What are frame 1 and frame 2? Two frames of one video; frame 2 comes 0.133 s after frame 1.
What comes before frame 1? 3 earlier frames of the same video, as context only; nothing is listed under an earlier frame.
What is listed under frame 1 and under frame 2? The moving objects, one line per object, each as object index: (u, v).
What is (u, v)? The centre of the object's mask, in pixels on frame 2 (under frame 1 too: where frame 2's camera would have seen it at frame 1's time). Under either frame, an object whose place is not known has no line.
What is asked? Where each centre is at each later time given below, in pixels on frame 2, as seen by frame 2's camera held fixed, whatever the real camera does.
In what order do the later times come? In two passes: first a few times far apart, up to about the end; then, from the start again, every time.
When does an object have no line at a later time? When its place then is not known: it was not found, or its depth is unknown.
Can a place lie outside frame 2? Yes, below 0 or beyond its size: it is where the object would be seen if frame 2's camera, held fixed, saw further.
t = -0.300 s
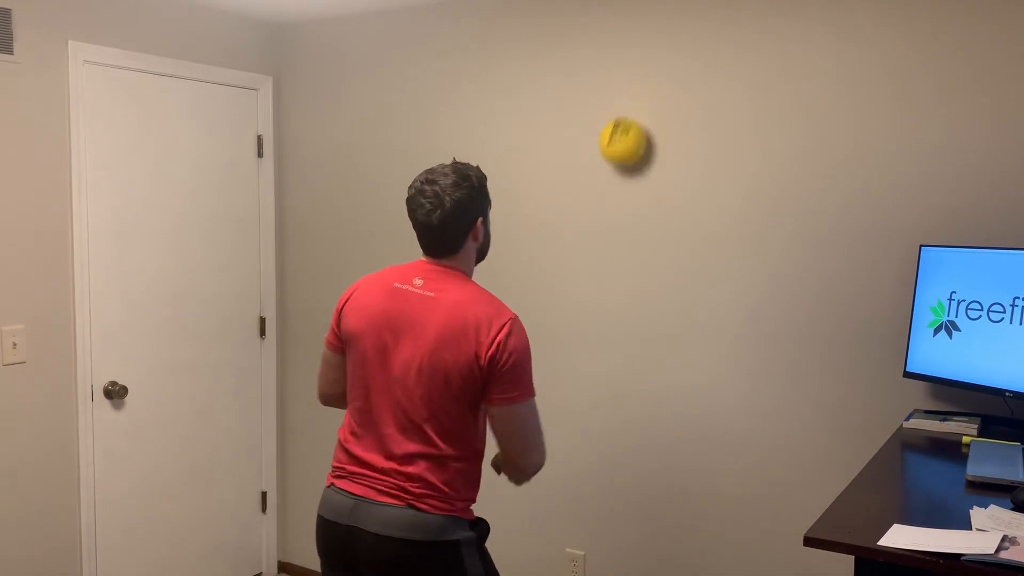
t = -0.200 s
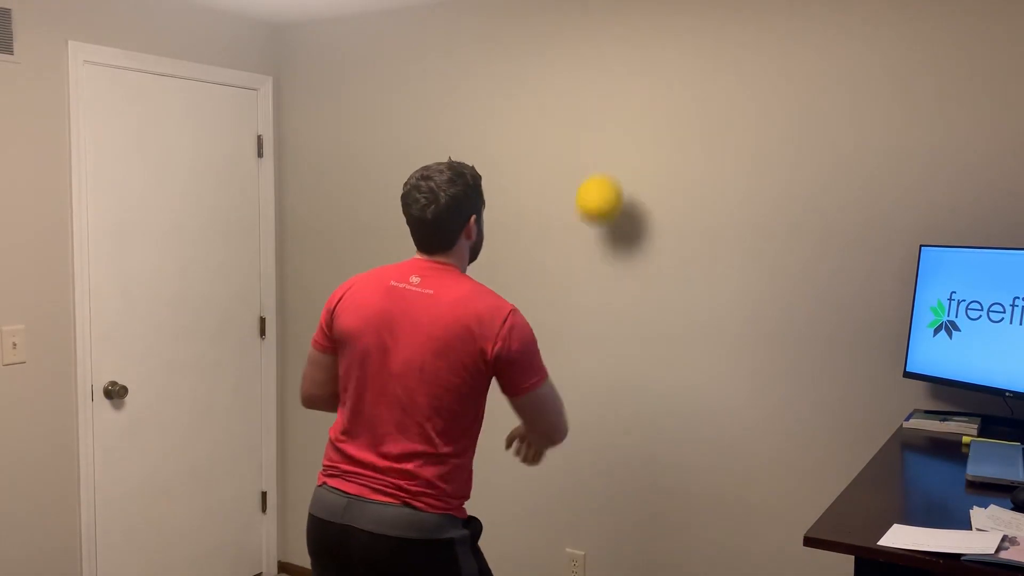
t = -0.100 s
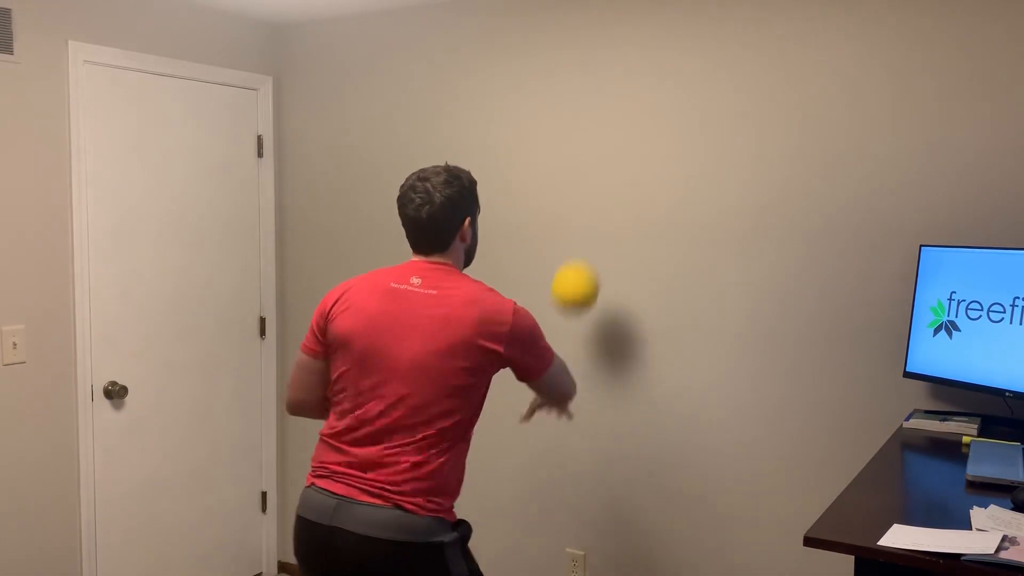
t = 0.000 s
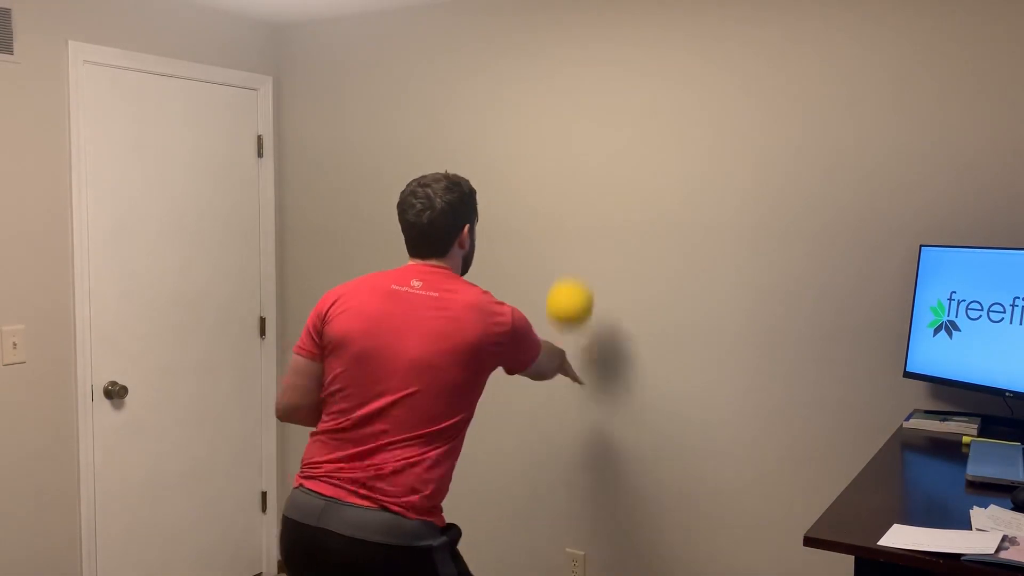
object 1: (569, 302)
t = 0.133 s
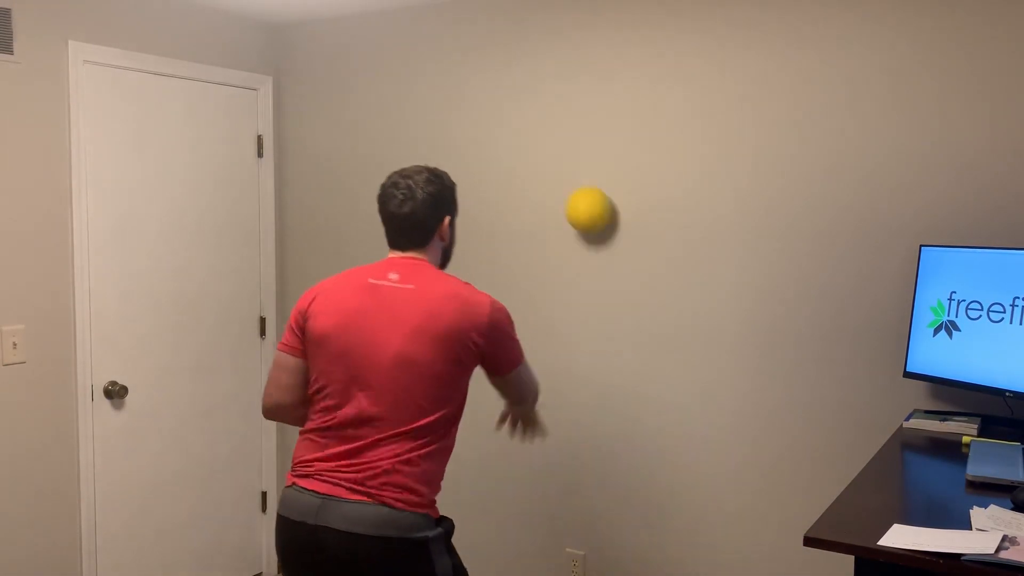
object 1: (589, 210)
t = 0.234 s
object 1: (564, 193)
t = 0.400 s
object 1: (519, 232)
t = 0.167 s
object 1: (581, 201)
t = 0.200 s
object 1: (572, 195)
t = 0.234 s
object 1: (564, 193)
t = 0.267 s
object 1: (555, 194)
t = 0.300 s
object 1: (546, 198)
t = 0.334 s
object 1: (537, 206)
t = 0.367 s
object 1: (528, 217)
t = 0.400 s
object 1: (519, 232)
